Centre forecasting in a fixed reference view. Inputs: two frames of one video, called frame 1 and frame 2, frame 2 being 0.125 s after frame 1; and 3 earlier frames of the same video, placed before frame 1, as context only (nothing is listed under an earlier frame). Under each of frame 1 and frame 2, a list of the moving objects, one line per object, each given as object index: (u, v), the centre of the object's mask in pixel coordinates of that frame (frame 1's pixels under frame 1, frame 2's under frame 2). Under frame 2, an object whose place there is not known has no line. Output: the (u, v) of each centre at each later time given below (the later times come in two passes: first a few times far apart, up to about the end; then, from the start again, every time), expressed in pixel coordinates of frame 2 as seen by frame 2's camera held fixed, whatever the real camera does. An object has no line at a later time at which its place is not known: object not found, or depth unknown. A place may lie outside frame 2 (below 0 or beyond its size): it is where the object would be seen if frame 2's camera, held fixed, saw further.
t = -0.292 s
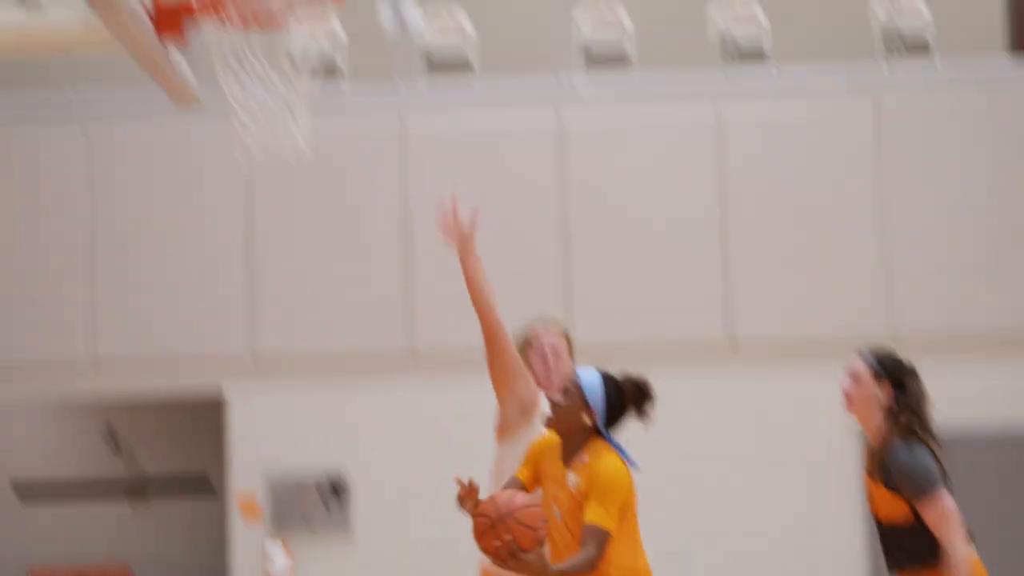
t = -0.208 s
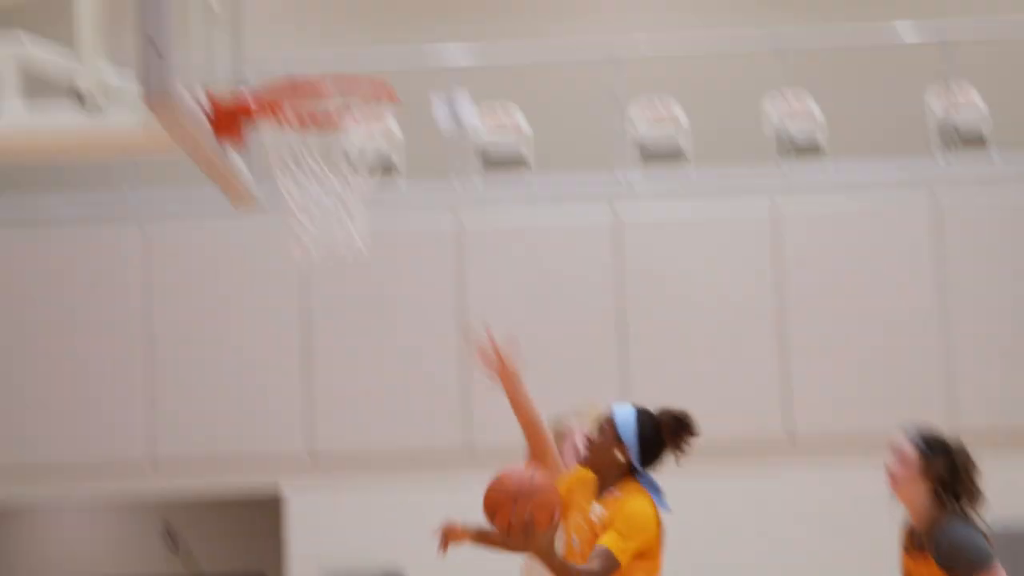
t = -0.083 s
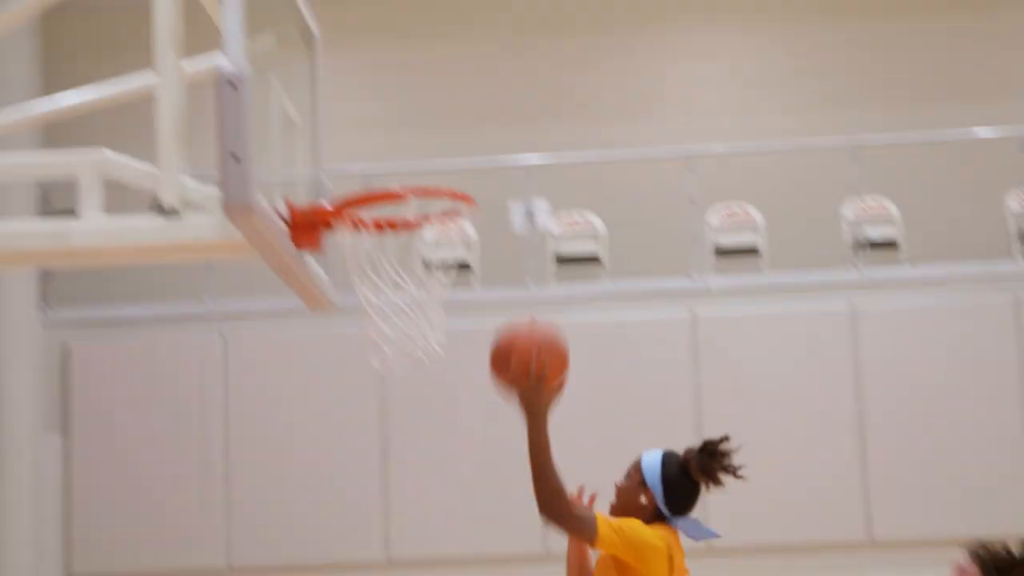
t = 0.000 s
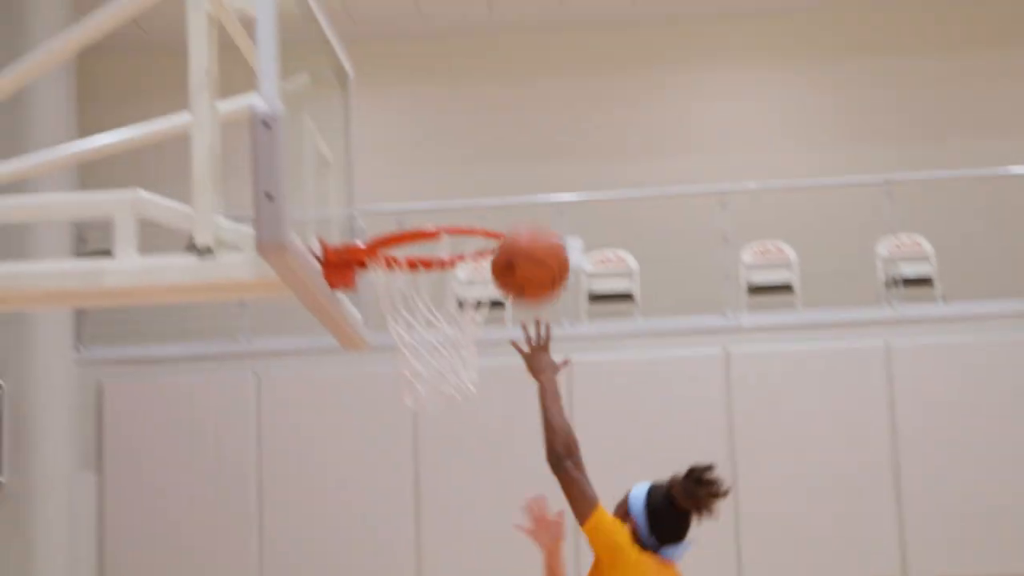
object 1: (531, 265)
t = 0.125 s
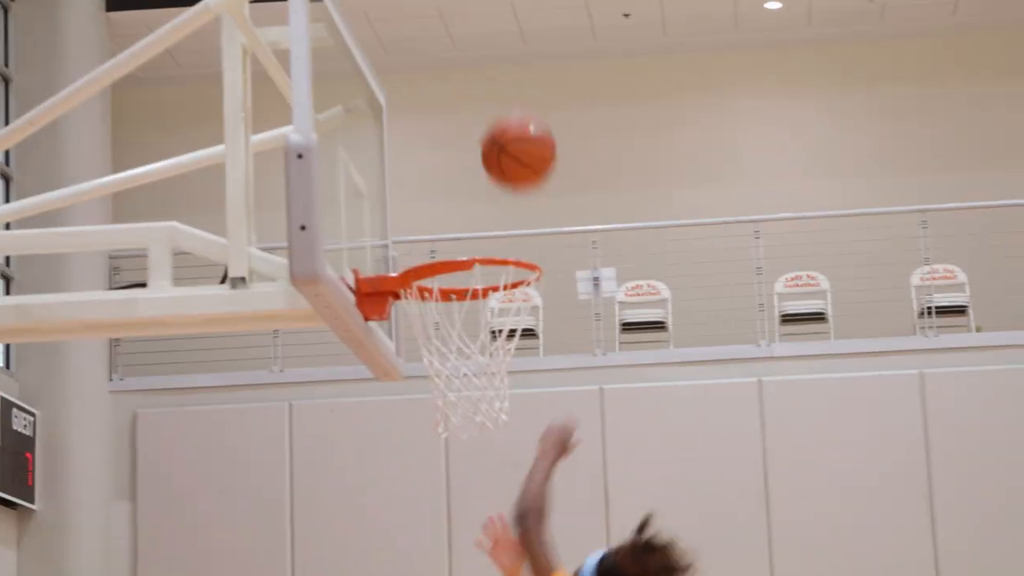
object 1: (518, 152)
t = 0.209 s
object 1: (492, 88)
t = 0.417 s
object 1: (433, 36)
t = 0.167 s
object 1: (505, 117)
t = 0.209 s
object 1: (492, 88)
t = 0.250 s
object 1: (479, 65)
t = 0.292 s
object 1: (467, 48)
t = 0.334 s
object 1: (455, 38)
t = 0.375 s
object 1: (443, 36)
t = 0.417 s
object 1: (433, 36)
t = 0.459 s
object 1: (422, 40)
